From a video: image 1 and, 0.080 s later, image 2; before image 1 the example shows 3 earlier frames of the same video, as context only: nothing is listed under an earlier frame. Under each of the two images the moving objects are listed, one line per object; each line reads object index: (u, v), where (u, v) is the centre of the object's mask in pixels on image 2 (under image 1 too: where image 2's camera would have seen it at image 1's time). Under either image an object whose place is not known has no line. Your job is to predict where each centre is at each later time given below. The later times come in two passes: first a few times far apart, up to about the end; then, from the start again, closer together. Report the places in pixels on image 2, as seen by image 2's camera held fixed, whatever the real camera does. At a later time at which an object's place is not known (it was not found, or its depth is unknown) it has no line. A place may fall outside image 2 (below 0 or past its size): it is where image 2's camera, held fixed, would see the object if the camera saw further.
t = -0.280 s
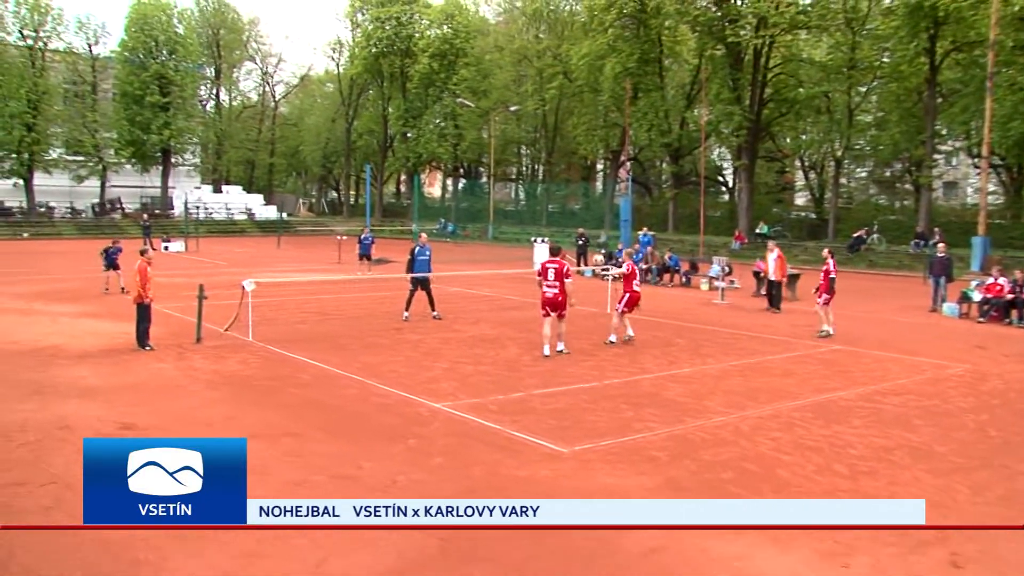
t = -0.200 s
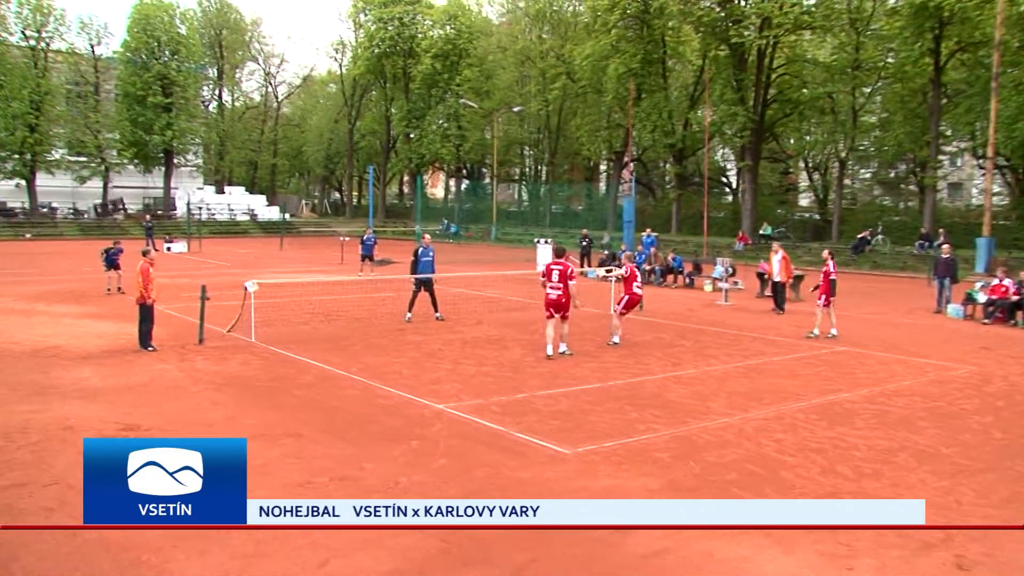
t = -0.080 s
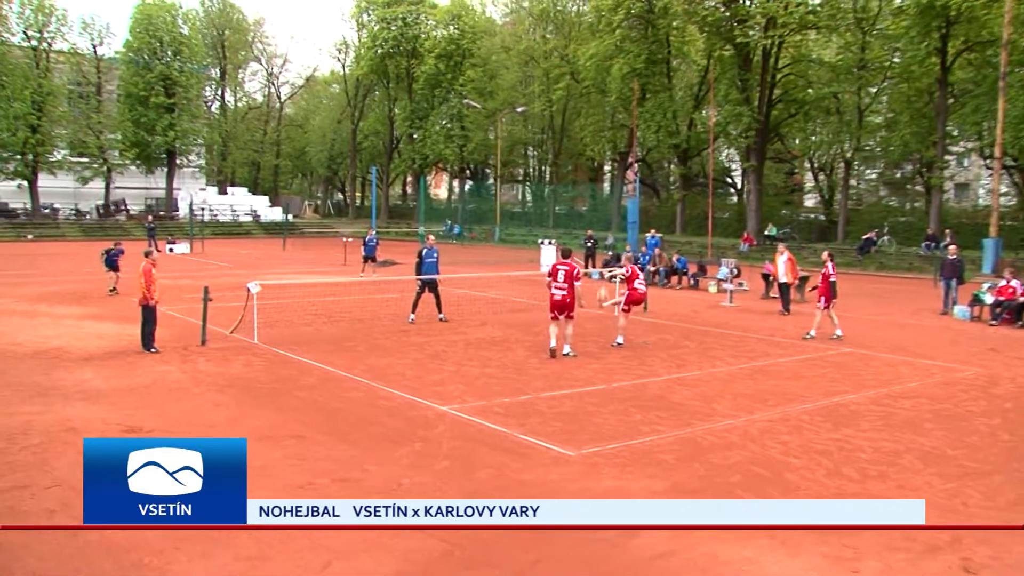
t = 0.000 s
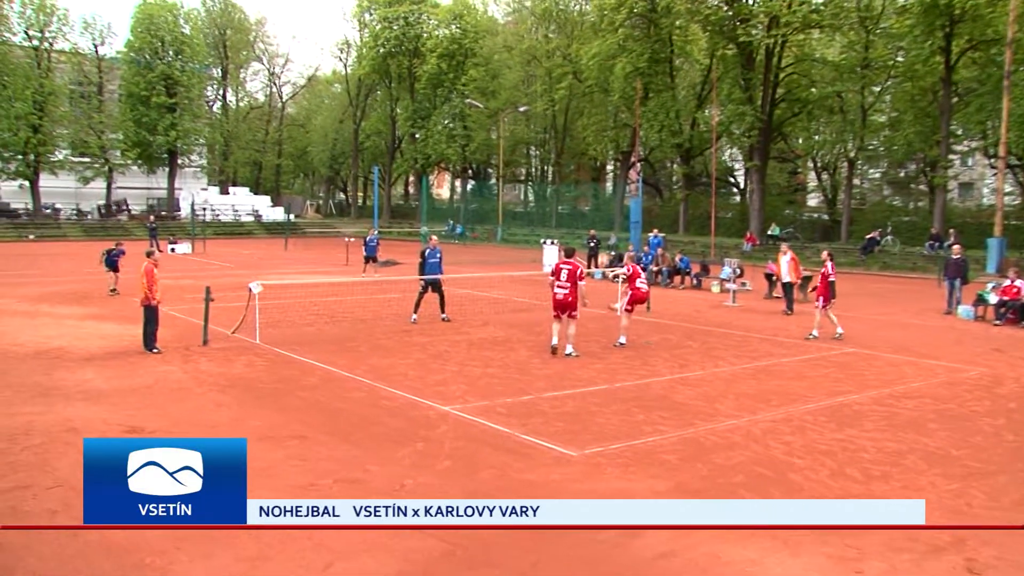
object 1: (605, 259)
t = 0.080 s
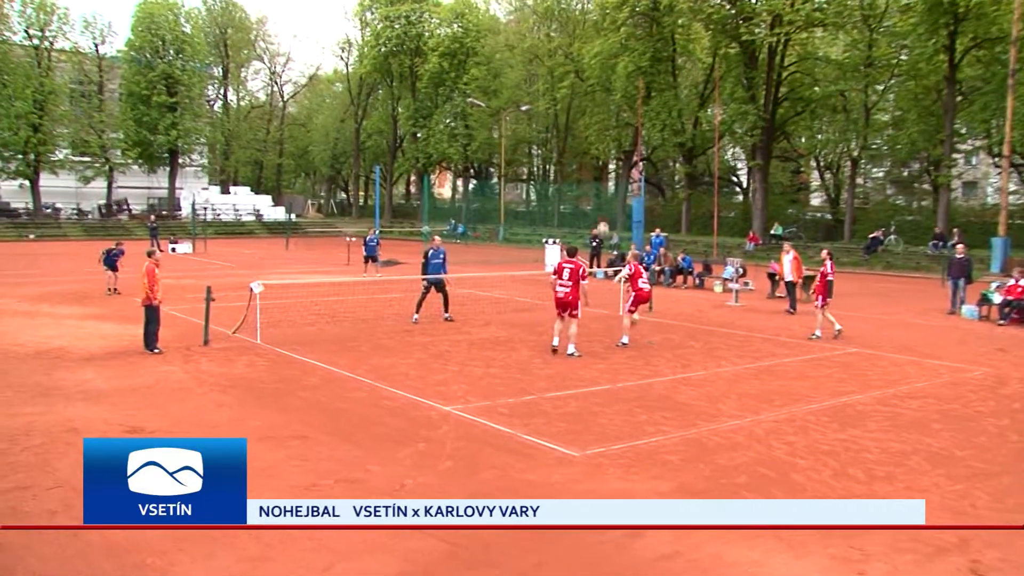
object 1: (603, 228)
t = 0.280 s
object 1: (596, 168)
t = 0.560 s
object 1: (585, 117)
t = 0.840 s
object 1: (574, 108)
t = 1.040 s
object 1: (566, 124)
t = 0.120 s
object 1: (601, 215)
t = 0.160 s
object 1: (600, 201)
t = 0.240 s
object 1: (597, 178)
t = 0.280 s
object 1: (596, 168)
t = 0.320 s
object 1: (594, 157)
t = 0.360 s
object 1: (592, 149)
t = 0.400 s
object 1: (591, 140)
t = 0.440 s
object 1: (589, 133)
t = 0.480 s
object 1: (588, 127)
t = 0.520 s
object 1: (586, 122)
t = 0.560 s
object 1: (585, 117)
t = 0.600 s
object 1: (583, 113)
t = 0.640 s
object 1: (582, 110)
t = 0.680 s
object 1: (581, 108)
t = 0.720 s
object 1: (579, 107)
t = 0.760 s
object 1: (577, 107)
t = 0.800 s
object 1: (576, 107)
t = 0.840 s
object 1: (574, 108)
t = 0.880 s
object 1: (572, 109)
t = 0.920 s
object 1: (571, 112)
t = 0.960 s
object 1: (569, 115)
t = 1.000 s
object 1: (567, 120)
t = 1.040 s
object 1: (566, 124)
